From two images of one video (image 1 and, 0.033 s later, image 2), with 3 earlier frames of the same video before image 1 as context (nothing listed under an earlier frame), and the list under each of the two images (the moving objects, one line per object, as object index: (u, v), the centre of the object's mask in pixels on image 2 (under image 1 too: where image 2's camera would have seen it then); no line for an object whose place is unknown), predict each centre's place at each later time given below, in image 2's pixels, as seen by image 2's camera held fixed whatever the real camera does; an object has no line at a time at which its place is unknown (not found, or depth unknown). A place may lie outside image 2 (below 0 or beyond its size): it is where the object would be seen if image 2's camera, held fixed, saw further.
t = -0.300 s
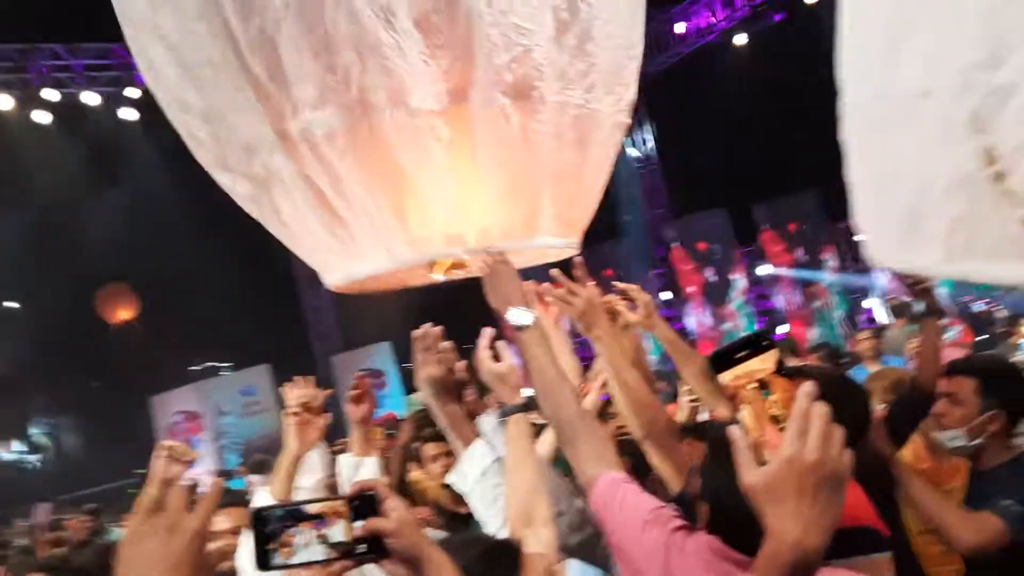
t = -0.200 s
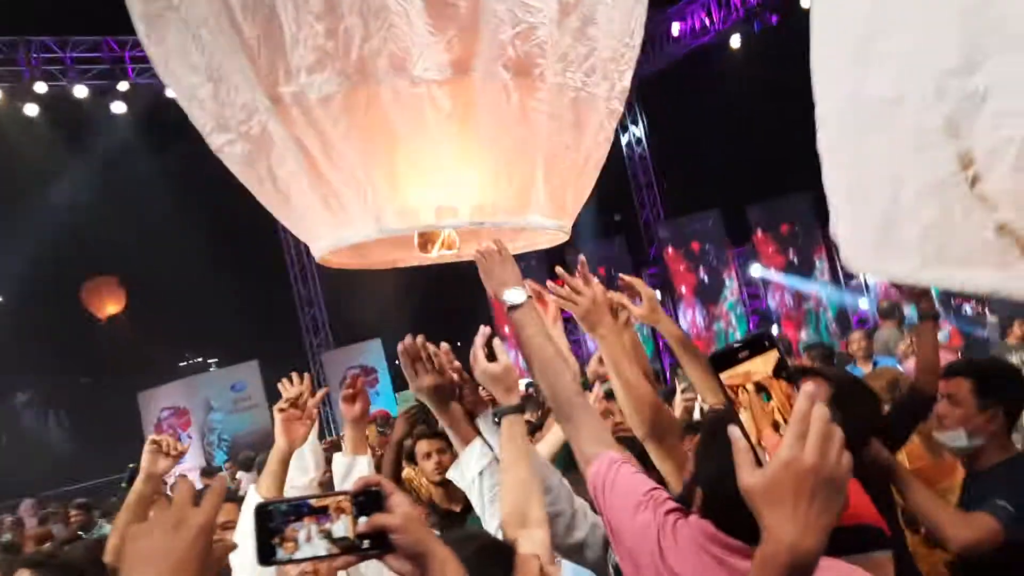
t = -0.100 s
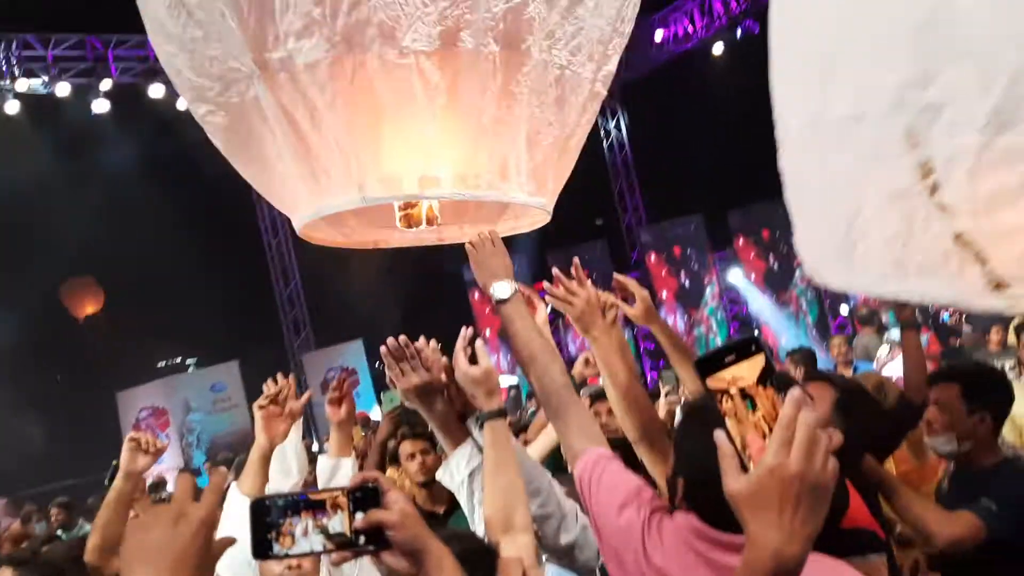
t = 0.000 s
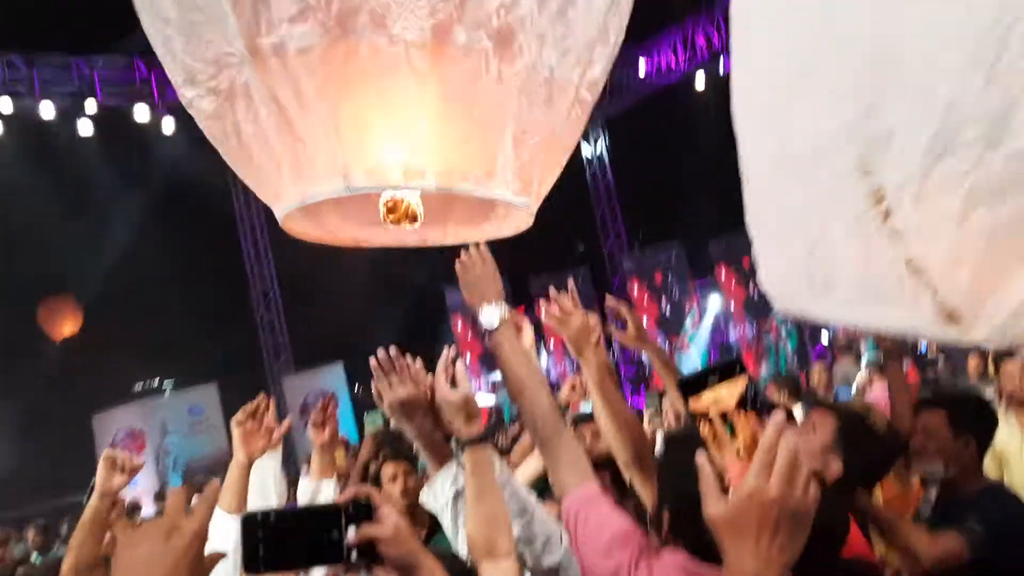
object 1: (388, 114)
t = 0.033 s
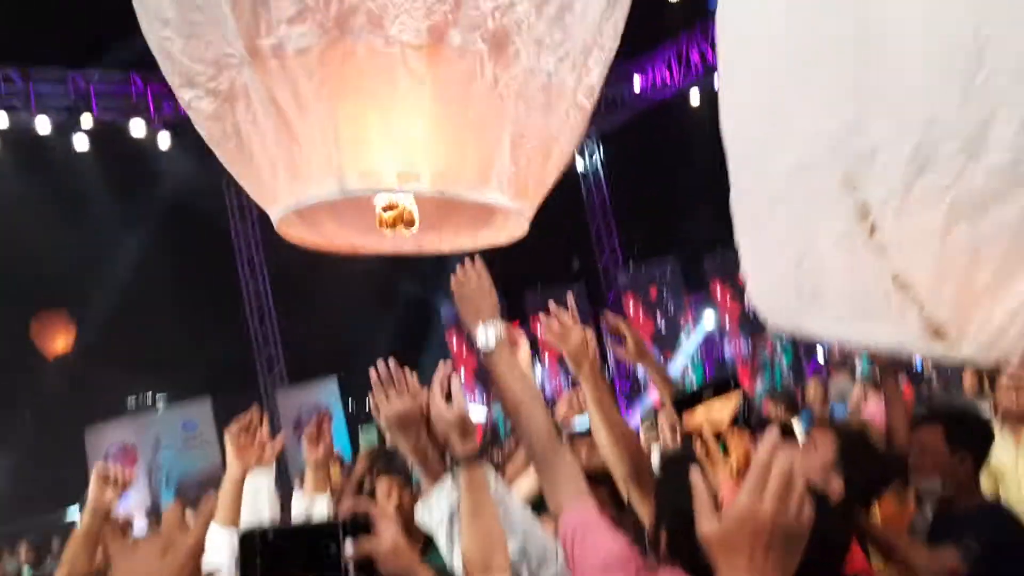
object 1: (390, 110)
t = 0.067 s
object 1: (391, 101)
